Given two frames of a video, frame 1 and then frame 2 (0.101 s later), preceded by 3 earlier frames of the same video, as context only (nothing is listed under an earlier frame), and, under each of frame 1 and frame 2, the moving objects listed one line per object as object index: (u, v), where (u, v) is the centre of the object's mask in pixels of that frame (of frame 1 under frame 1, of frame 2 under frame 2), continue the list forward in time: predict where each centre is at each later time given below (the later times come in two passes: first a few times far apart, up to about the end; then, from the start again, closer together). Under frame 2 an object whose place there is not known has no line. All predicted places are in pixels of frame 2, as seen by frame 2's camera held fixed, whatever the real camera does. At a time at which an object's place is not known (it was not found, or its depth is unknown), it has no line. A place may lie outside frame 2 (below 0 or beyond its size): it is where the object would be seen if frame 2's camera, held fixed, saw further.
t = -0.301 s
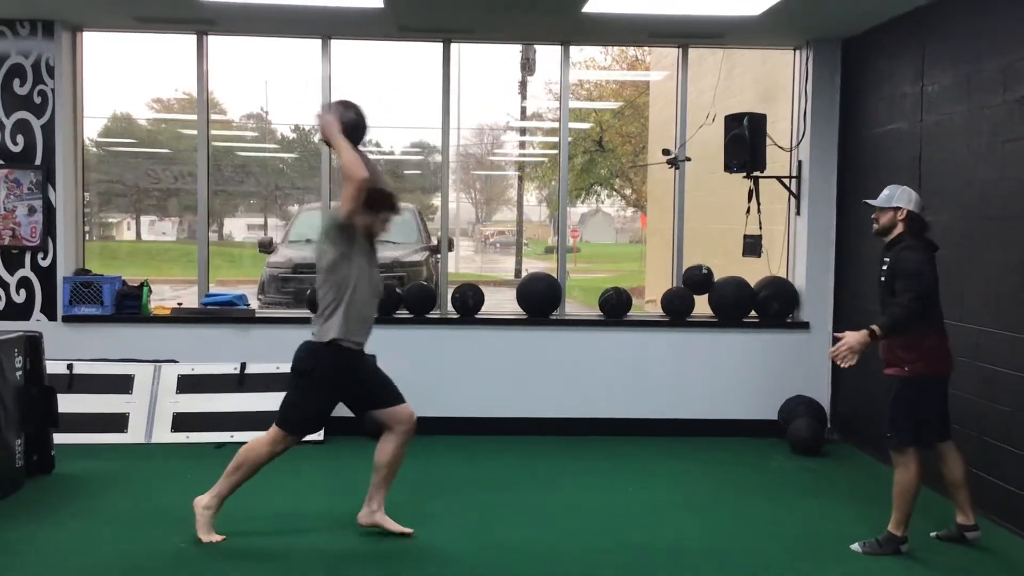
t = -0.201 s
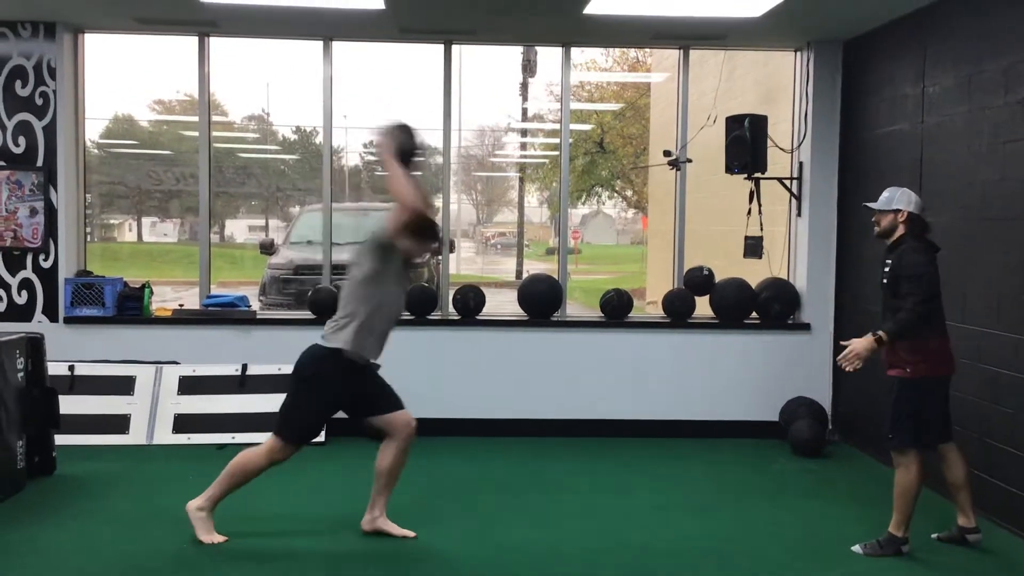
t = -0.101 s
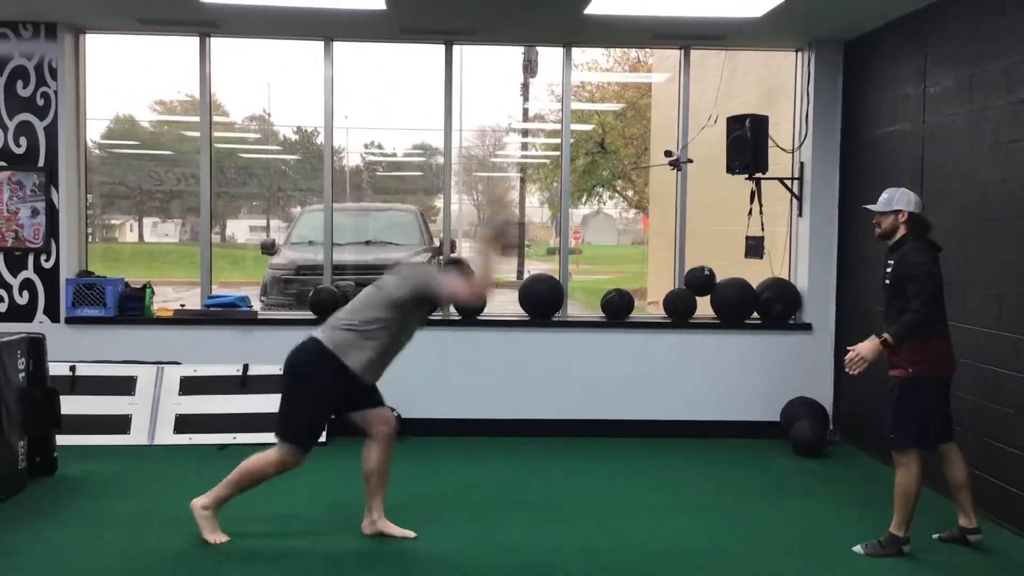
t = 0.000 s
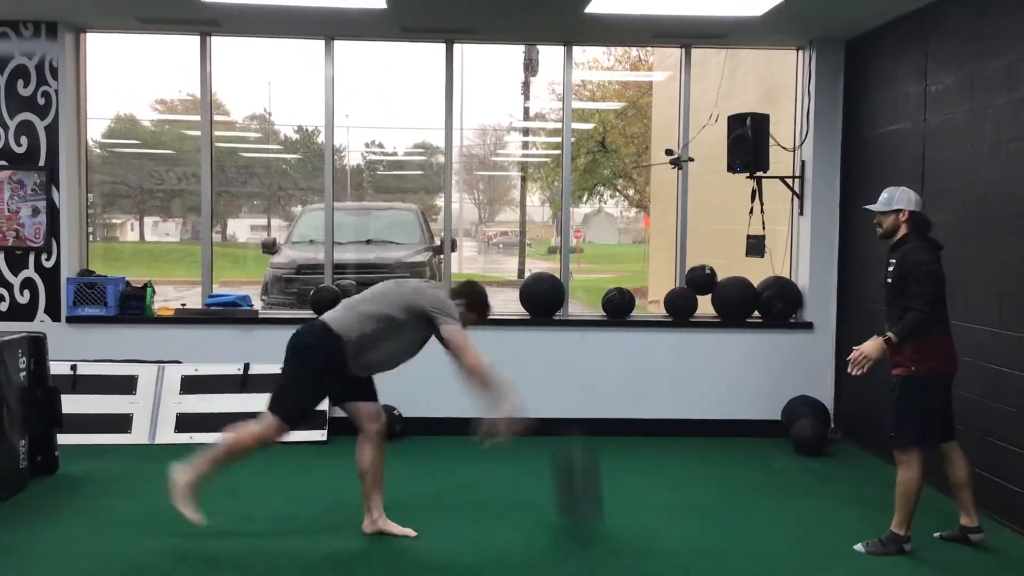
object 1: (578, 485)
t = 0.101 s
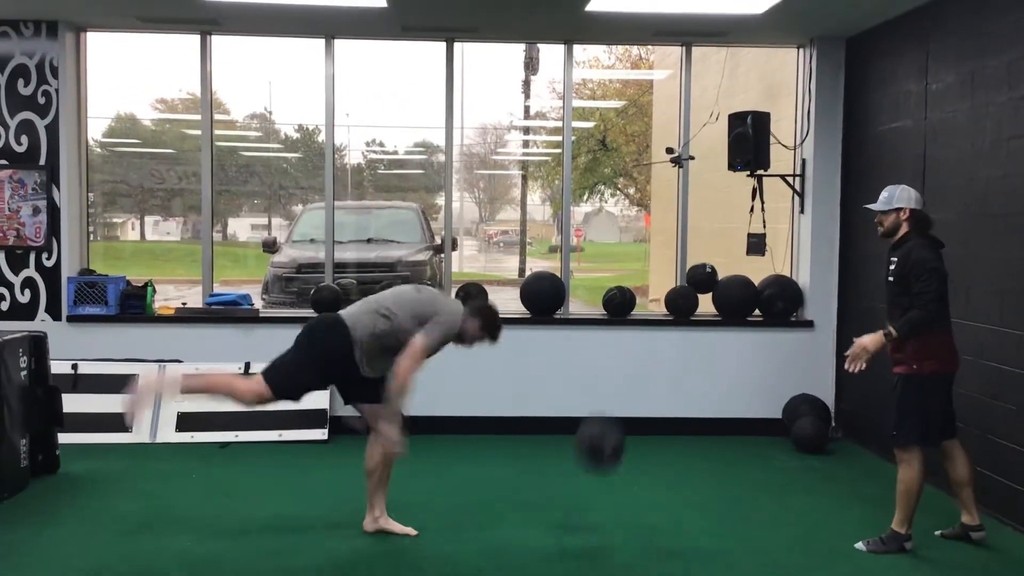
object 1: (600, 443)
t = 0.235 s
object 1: (627, 333)
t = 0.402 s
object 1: (662, 240)
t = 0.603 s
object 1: (703, 198)
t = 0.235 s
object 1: (627, 333)
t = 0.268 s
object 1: (634, 310)
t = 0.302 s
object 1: (640, 290)
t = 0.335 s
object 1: (648, 271)
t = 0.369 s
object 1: (655, 255)
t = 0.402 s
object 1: (662, 240)
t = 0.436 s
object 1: (669, 228)
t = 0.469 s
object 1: (676, 218)
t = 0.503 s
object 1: (683, 209)
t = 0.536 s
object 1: (690, 203)
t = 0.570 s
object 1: (696, 200)
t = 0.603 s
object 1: (703, 198)
